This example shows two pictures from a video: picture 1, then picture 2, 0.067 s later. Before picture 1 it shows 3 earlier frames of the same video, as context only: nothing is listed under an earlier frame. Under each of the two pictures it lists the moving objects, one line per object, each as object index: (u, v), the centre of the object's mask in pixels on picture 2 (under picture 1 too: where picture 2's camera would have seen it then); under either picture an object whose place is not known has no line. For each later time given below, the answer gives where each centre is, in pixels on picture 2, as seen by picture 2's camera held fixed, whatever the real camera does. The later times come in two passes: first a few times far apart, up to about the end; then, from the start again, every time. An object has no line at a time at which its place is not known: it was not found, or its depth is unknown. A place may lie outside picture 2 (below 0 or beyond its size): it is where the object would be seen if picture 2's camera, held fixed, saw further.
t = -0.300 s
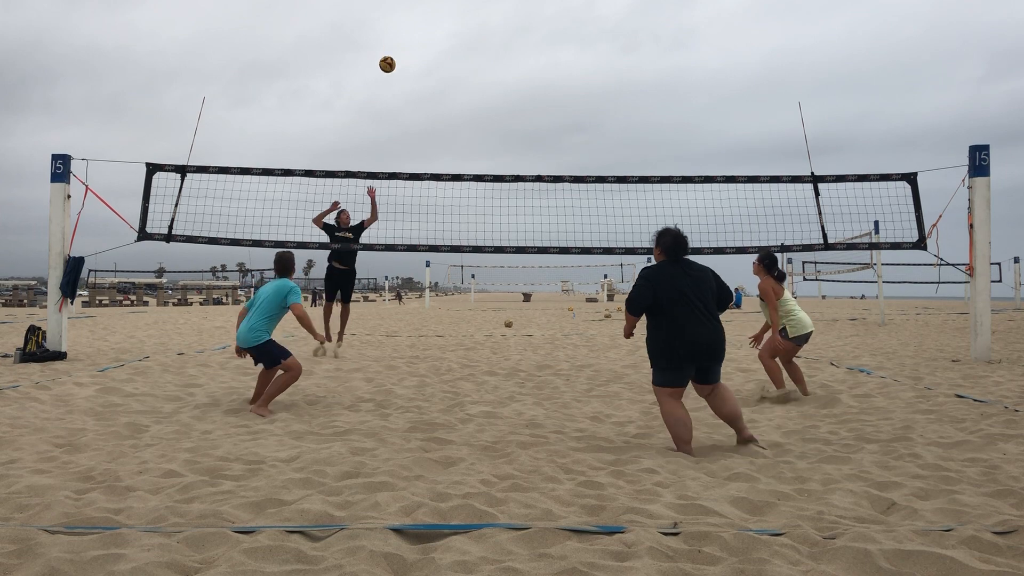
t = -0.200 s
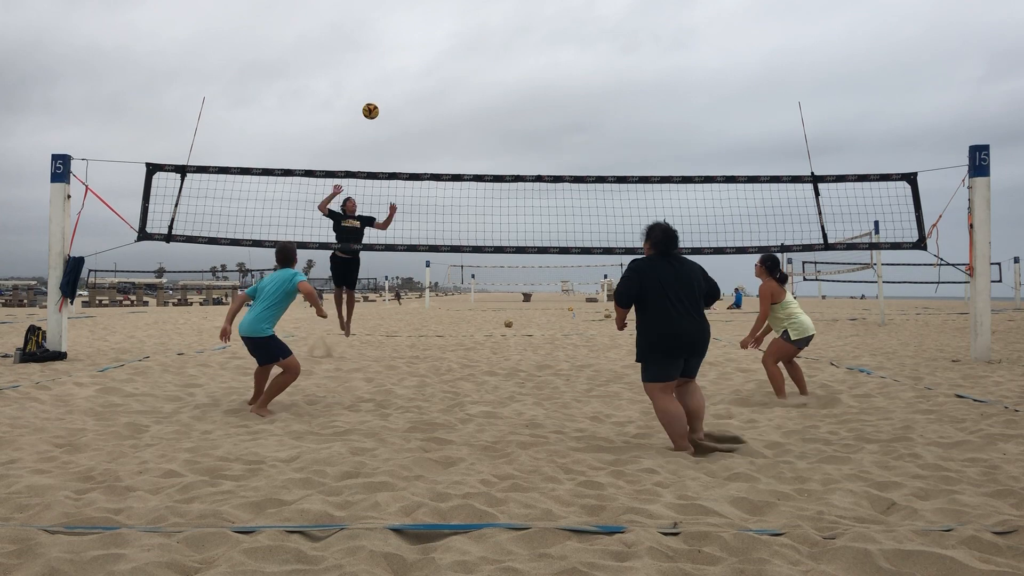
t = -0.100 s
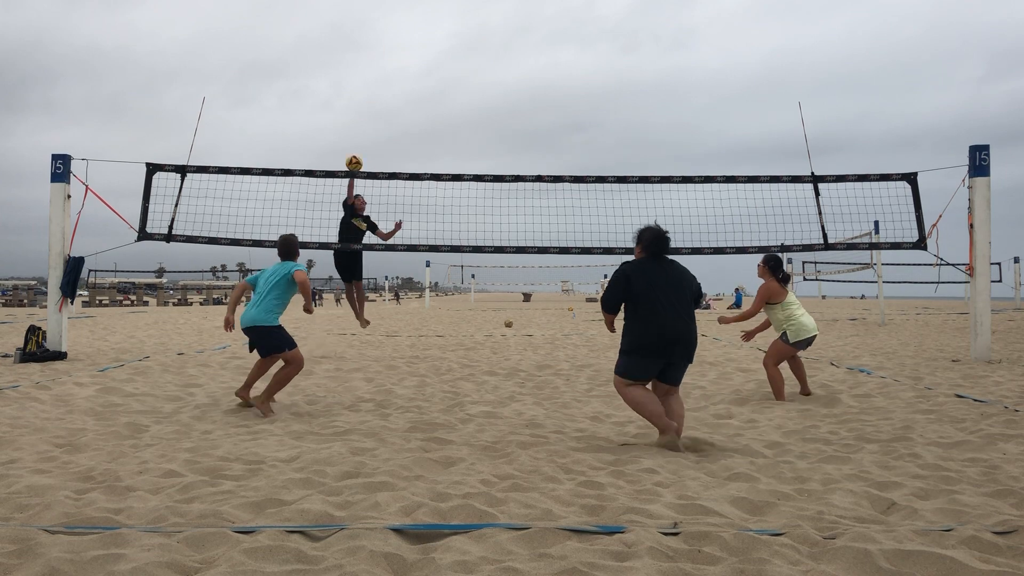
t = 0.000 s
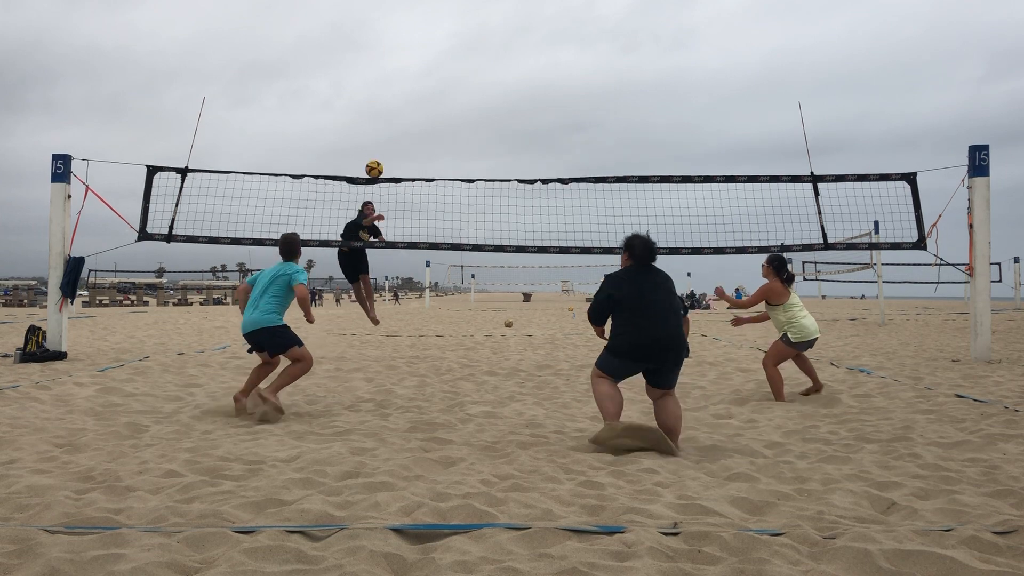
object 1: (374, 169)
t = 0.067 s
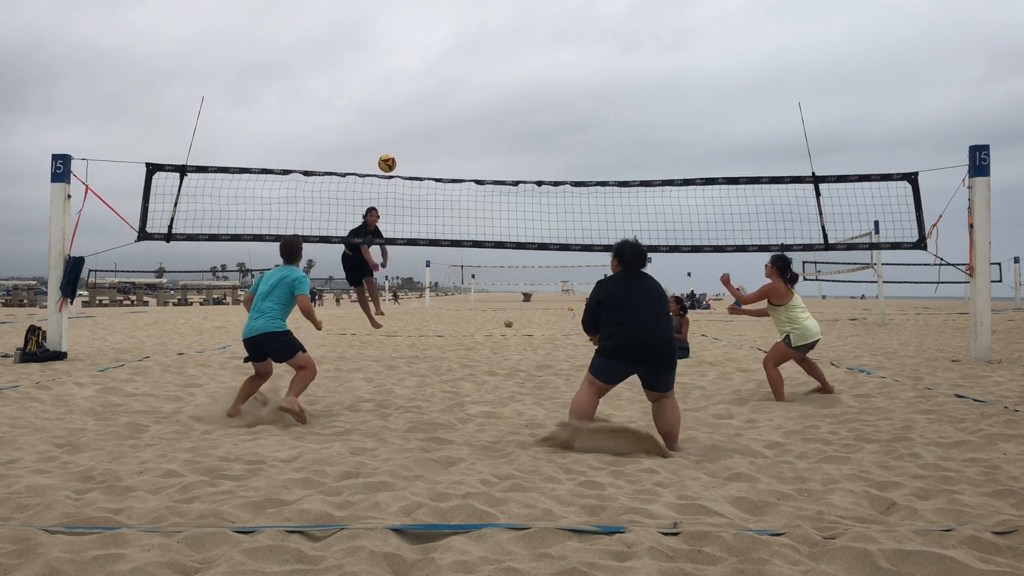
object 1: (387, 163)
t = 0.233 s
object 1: (419, 166)
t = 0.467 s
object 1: (463, 211)
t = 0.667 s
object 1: (498, 295)
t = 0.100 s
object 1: (393, 162)
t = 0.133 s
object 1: (400, 161)
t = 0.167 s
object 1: (407, 161)
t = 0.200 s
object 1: (413, 163)
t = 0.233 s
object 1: (419, 166)
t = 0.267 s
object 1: (426, 169)
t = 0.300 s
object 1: (432, 172)
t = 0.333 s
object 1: (438, 178)
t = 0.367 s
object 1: (444, 185)
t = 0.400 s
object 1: (451, 192)
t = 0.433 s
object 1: (457, 201)
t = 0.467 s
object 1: (463, 211)
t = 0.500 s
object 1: (469, 222)
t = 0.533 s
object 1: (475, 234)
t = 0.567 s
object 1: (481, 247)
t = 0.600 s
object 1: (486, 262)
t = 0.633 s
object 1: (492, 278)
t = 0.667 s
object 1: (498, 295)
